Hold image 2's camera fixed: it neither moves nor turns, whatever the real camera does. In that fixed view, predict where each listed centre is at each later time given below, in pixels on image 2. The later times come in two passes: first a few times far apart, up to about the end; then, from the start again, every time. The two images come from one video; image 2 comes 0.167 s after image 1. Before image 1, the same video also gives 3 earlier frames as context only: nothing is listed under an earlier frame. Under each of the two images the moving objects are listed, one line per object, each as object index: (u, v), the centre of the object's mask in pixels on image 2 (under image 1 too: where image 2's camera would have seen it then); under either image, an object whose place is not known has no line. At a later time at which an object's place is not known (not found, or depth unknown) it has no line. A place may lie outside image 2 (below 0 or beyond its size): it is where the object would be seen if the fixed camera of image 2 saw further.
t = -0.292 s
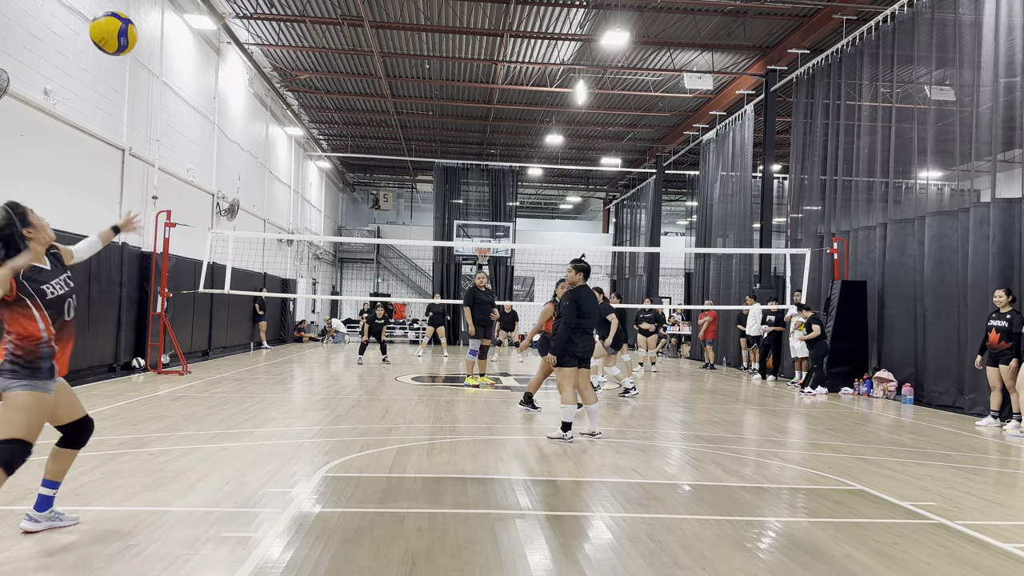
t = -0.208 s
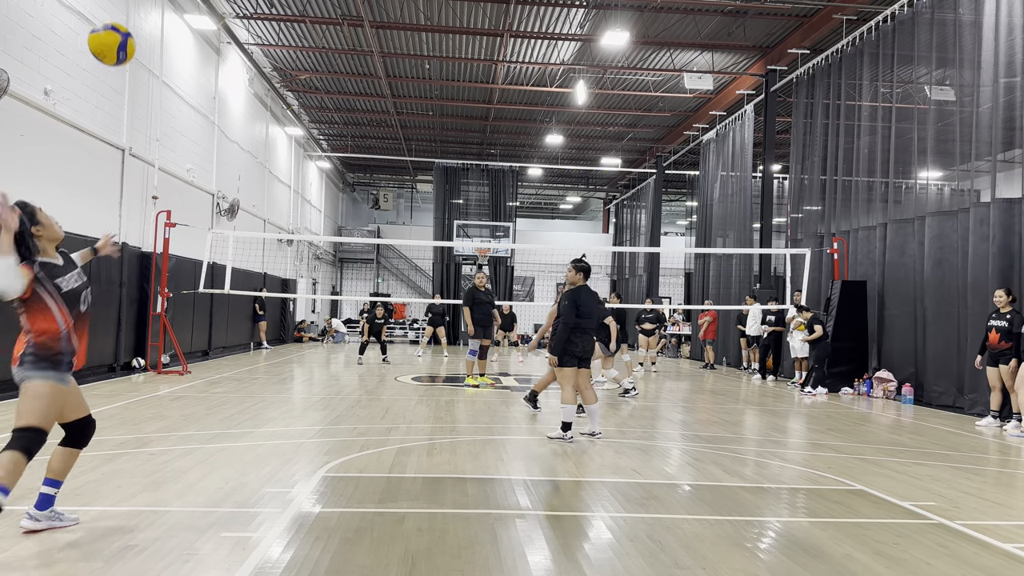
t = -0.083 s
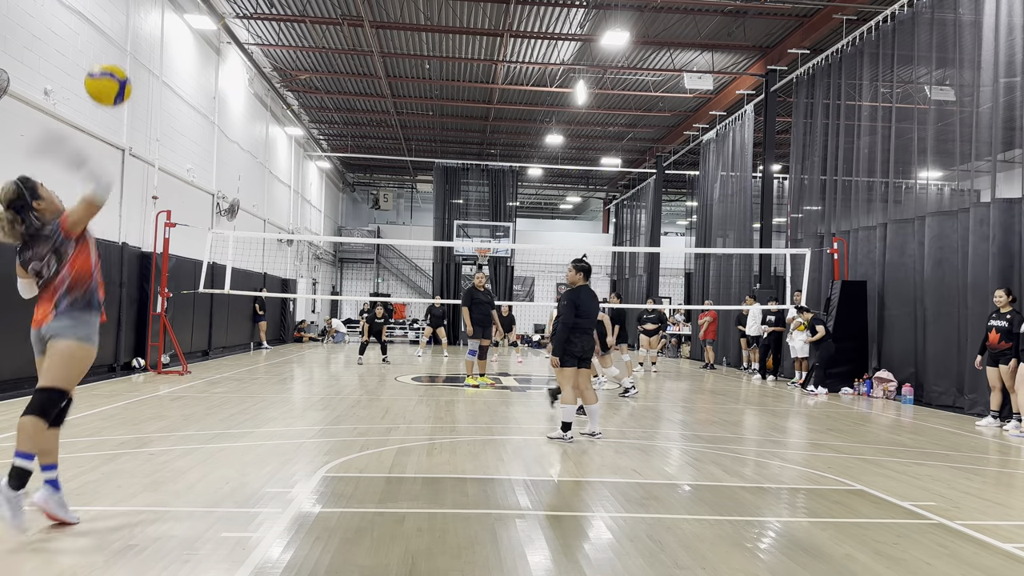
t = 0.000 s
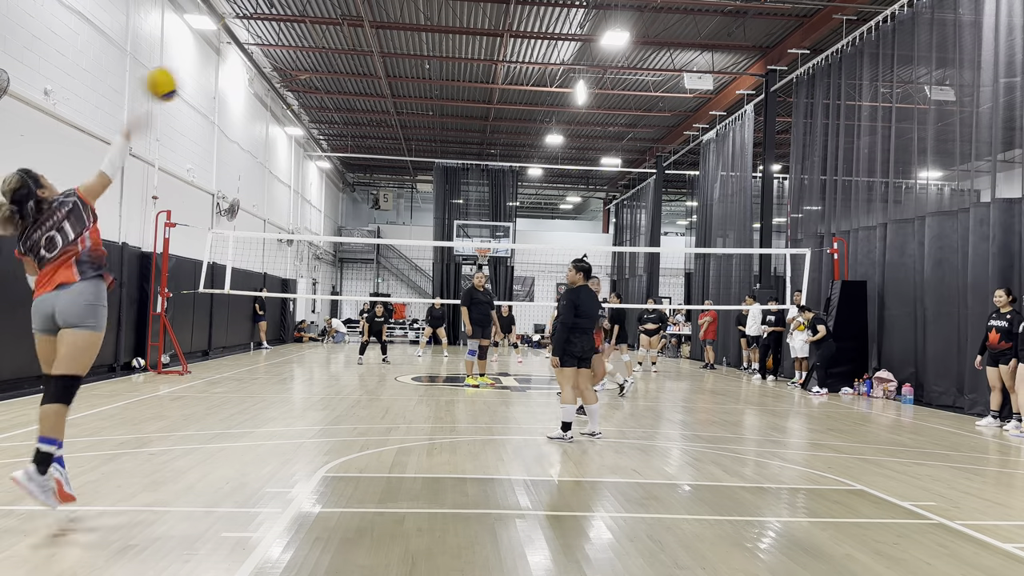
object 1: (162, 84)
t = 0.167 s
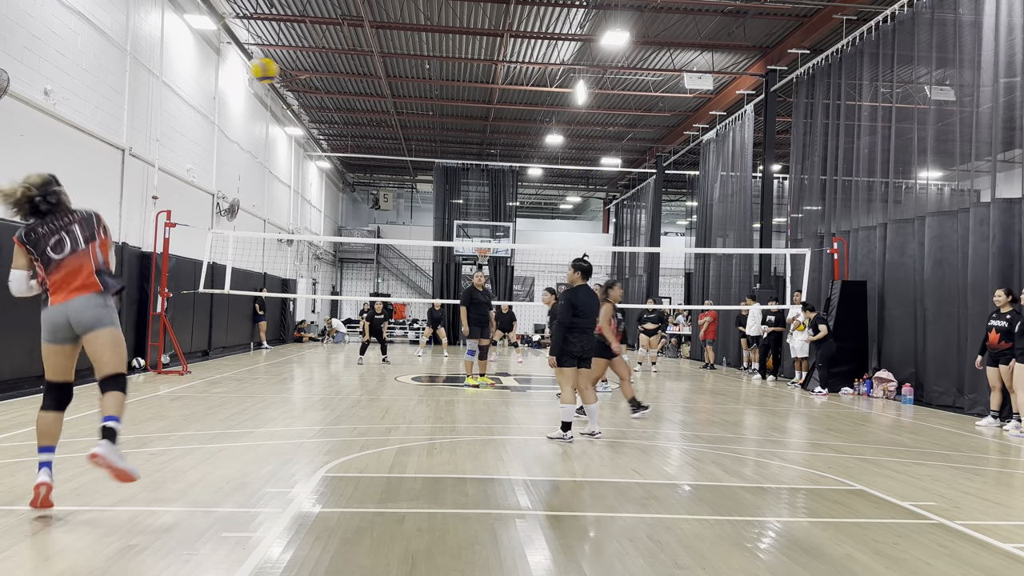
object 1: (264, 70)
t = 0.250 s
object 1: (292, 76)
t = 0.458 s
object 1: (332, 107)
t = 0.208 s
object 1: (279, 73)
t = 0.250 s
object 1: (292, 76)
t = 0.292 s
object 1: (302, 82)
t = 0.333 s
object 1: (311, 87)
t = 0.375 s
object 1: (319, 93)
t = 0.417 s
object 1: (326, 100)
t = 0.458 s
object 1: (332, 107)
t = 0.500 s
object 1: (338, 116)
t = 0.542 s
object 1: (342, 125)
